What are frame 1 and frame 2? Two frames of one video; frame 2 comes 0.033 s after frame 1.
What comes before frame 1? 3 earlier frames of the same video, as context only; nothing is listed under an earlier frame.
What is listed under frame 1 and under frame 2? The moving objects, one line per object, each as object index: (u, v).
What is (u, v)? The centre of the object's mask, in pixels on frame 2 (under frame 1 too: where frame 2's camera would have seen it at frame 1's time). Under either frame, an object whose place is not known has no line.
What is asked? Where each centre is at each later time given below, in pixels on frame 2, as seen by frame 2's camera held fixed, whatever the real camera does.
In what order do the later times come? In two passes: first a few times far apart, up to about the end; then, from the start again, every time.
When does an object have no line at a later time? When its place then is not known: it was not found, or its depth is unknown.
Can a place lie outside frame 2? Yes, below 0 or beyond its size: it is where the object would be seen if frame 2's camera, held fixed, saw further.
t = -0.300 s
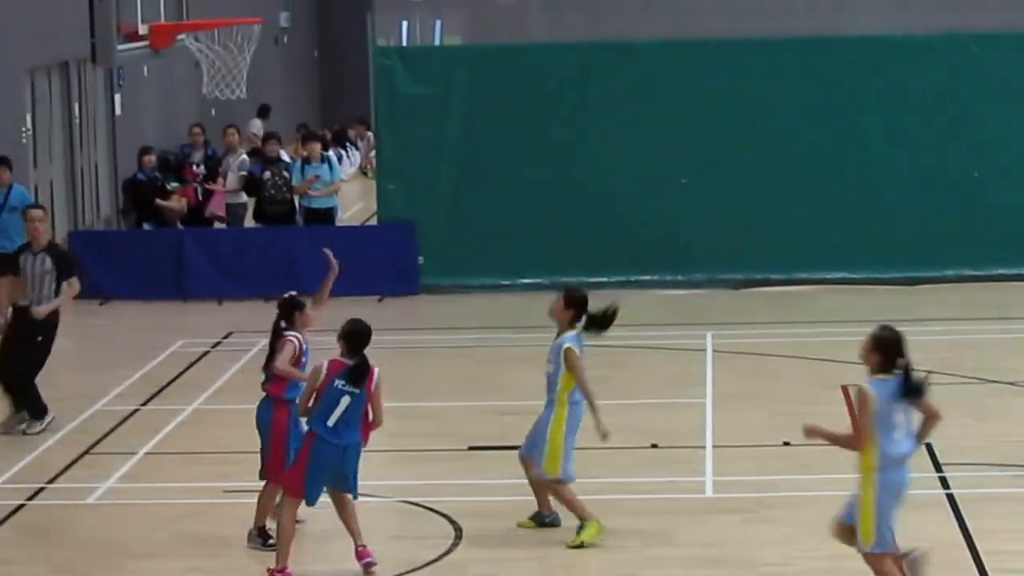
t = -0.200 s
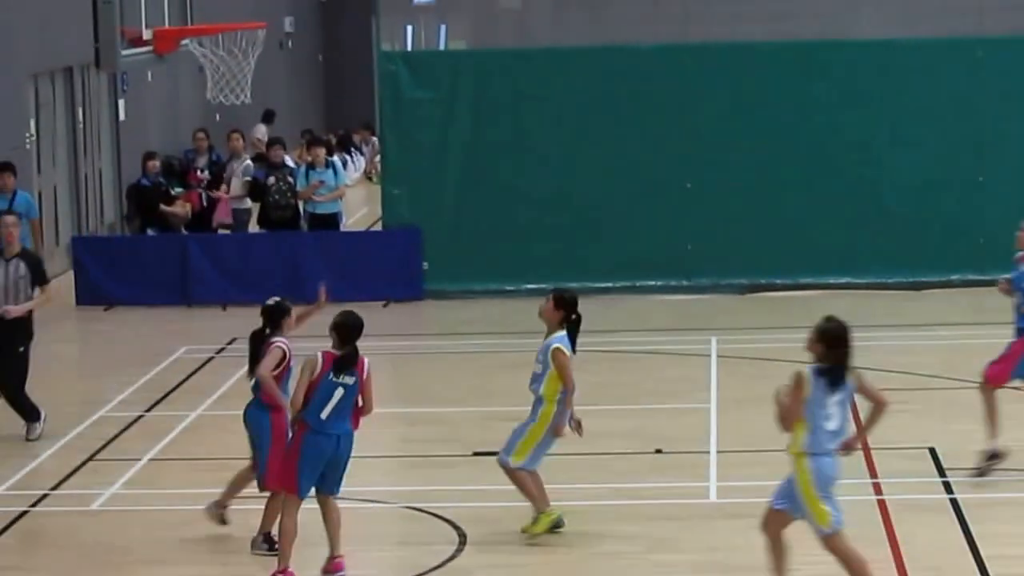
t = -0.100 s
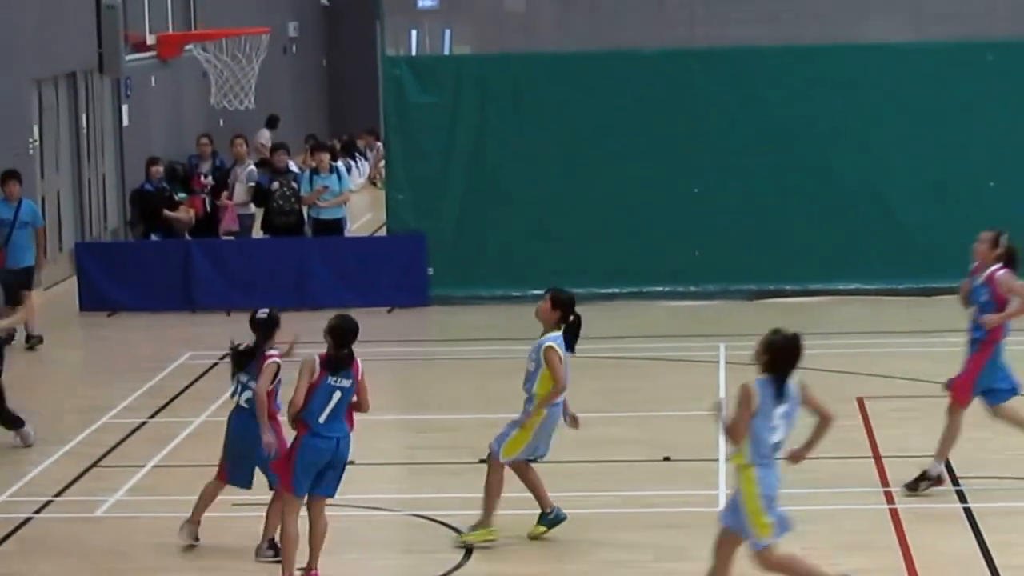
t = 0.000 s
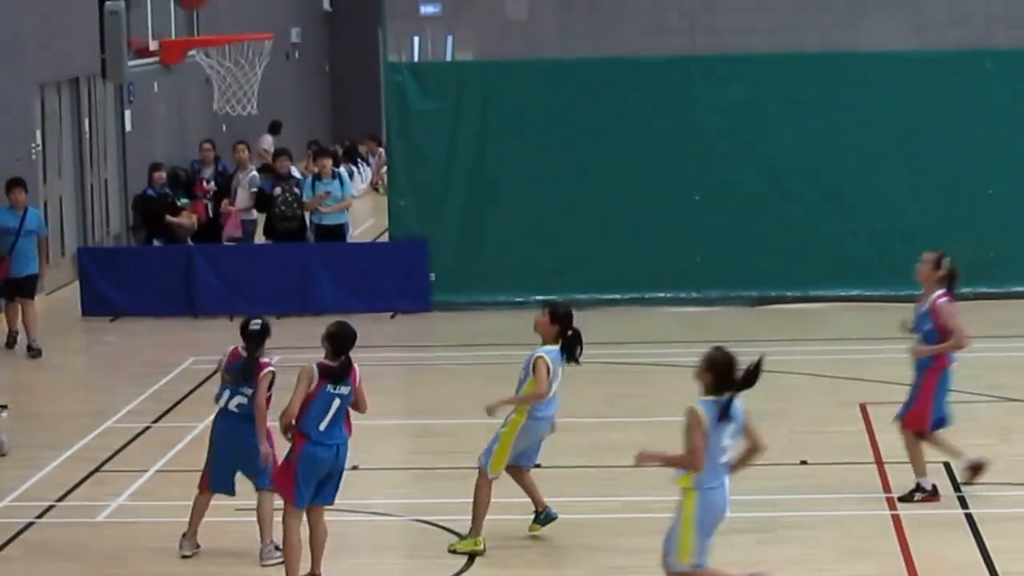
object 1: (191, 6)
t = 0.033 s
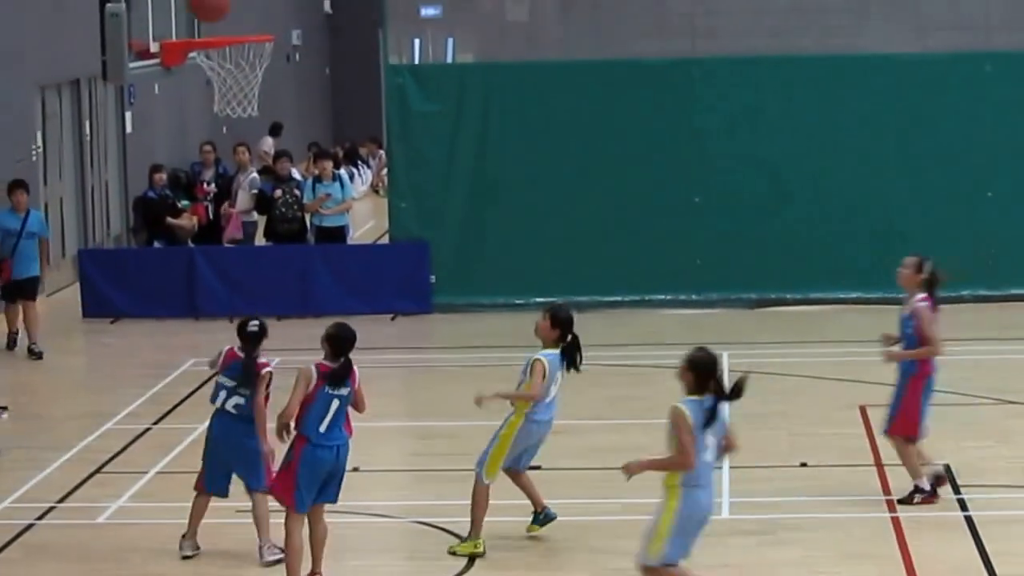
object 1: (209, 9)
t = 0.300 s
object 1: (224, 78)
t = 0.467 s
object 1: (249, 162)
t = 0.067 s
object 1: (227, 15)
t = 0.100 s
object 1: (246, 25)
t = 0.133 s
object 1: (247, 29)
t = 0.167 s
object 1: (237, 38)
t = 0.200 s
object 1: (226, 49)
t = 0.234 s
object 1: (216, 60)
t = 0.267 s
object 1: (219, 66)
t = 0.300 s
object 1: (224, 78)
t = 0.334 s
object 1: (227, 91)
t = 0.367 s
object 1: (231, 107)
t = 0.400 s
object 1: (238, 127)
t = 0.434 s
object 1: (243, 142)
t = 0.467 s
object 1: (249, 162)
